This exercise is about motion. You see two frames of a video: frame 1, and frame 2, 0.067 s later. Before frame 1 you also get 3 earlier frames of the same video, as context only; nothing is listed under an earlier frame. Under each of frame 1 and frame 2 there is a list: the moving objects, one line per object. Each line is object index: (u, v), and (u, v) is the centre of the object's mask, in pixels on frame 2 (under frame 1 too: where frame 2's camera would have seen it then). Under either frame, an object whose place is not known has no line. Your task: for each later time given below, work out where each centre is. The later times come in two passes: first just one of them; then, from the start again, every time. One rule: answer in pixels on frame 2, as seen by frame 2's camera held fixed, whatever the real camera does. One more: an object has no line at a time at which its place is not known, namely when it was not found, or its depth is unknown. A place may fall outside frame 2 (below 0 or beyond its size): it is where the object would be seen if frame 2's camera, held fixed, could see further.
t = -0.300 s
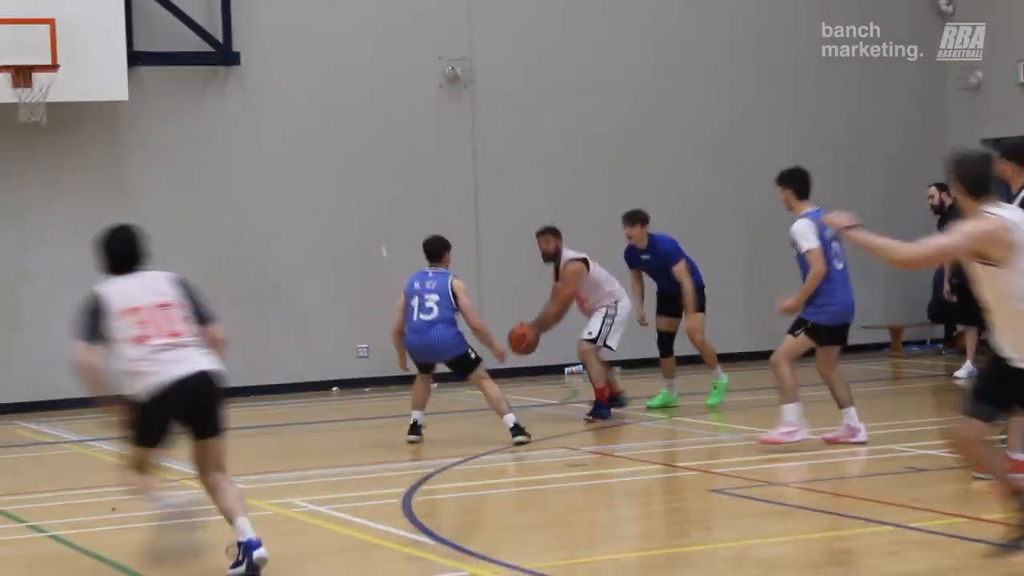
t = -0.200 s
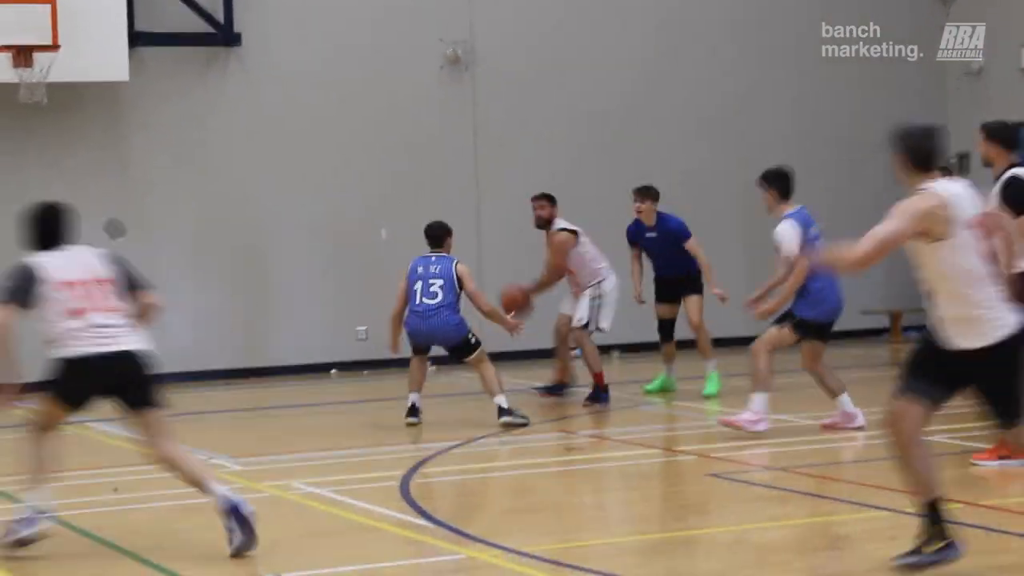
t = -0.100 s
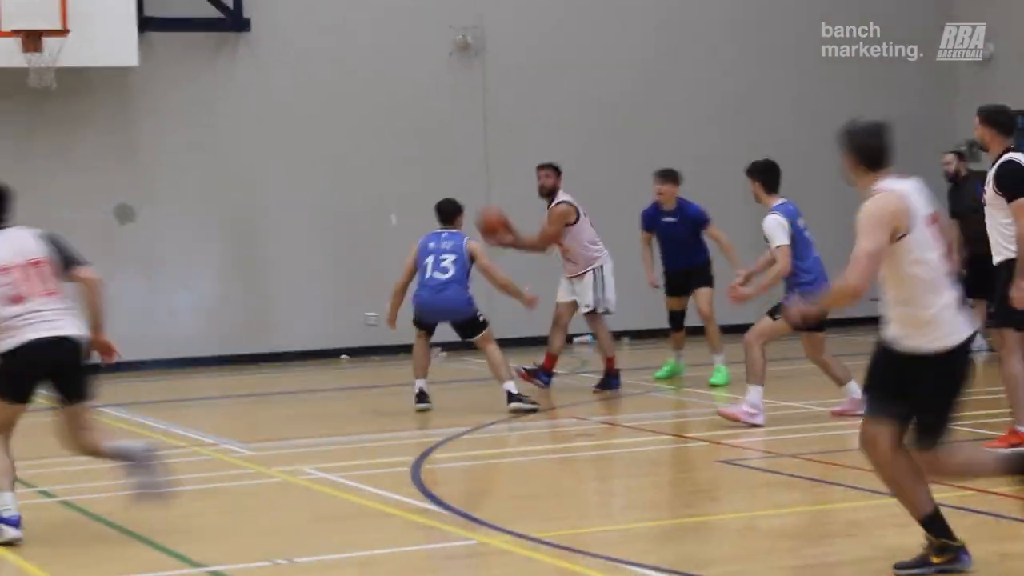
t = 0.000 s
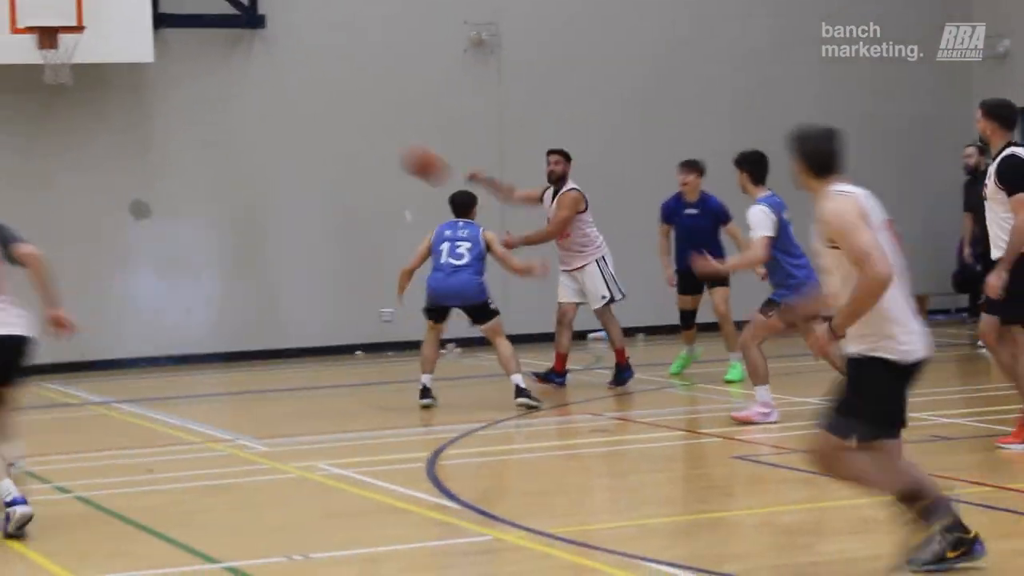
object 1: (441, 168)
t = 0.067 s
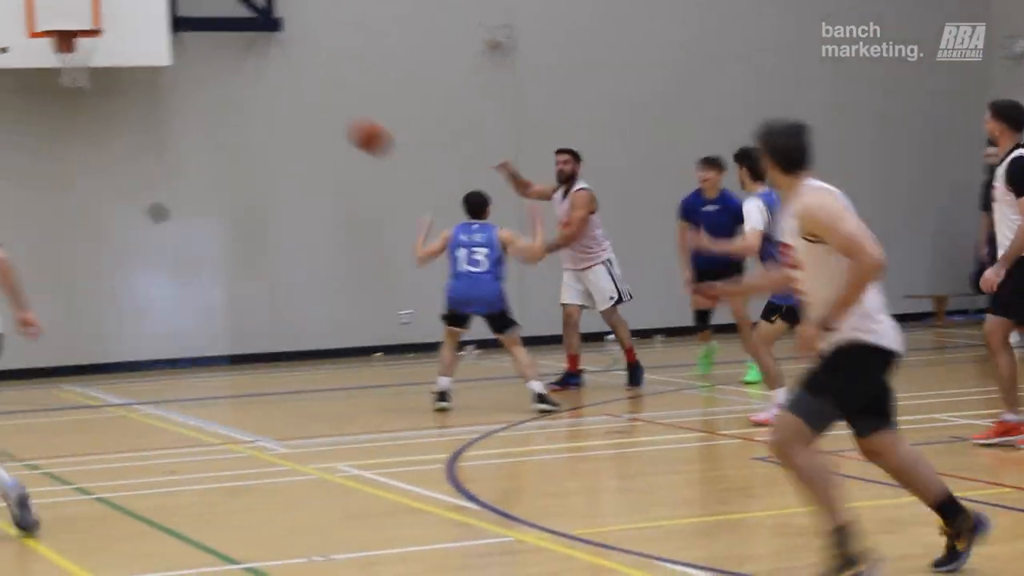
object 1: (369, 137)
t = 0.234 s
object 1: (182, 83)
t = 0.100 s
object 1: (333, 125)
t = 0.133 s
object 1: (296, 112)
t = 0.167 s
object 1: (257, 102)
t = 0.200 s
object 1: (219, 92)
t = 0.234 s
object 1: (182, 83)
